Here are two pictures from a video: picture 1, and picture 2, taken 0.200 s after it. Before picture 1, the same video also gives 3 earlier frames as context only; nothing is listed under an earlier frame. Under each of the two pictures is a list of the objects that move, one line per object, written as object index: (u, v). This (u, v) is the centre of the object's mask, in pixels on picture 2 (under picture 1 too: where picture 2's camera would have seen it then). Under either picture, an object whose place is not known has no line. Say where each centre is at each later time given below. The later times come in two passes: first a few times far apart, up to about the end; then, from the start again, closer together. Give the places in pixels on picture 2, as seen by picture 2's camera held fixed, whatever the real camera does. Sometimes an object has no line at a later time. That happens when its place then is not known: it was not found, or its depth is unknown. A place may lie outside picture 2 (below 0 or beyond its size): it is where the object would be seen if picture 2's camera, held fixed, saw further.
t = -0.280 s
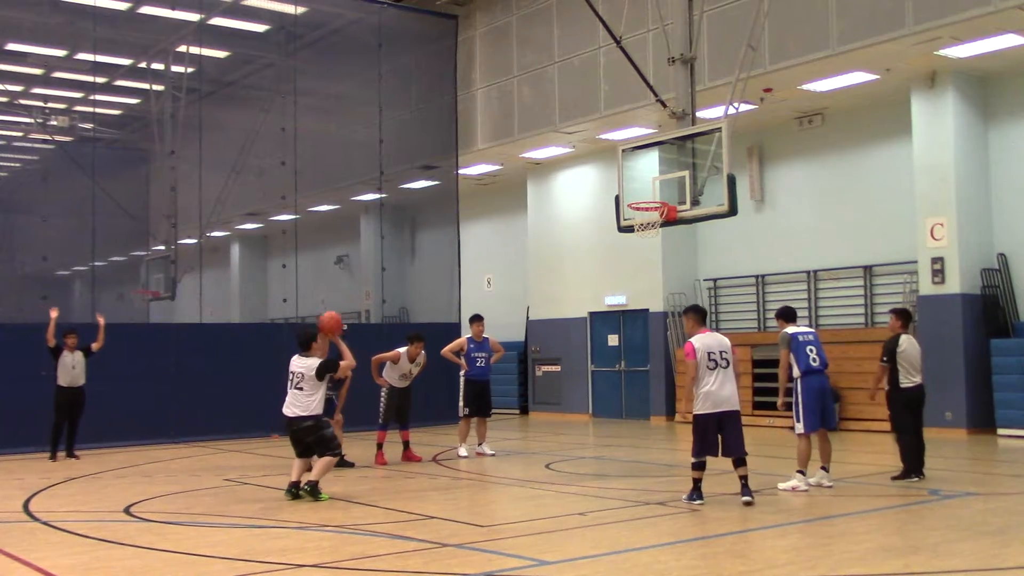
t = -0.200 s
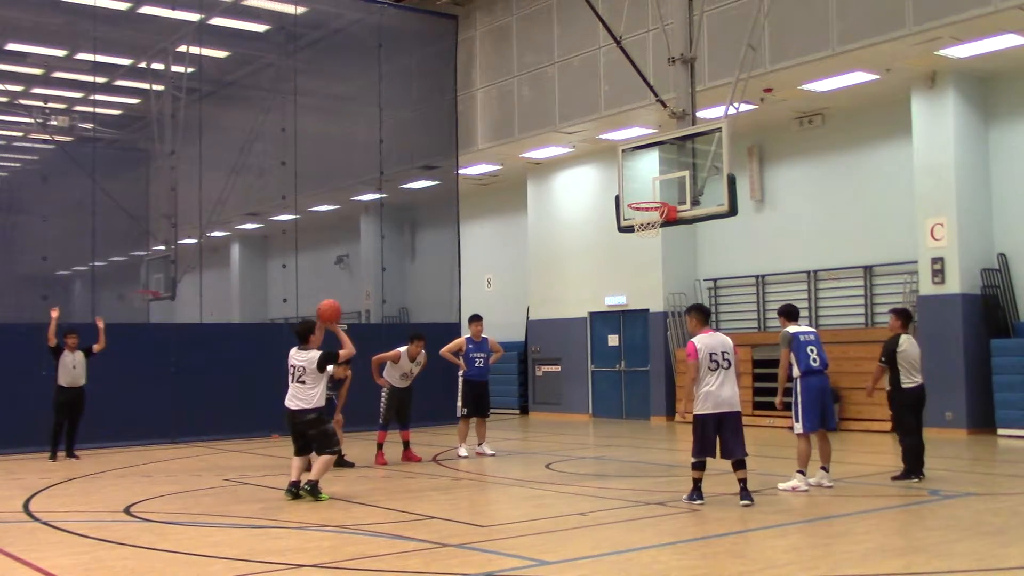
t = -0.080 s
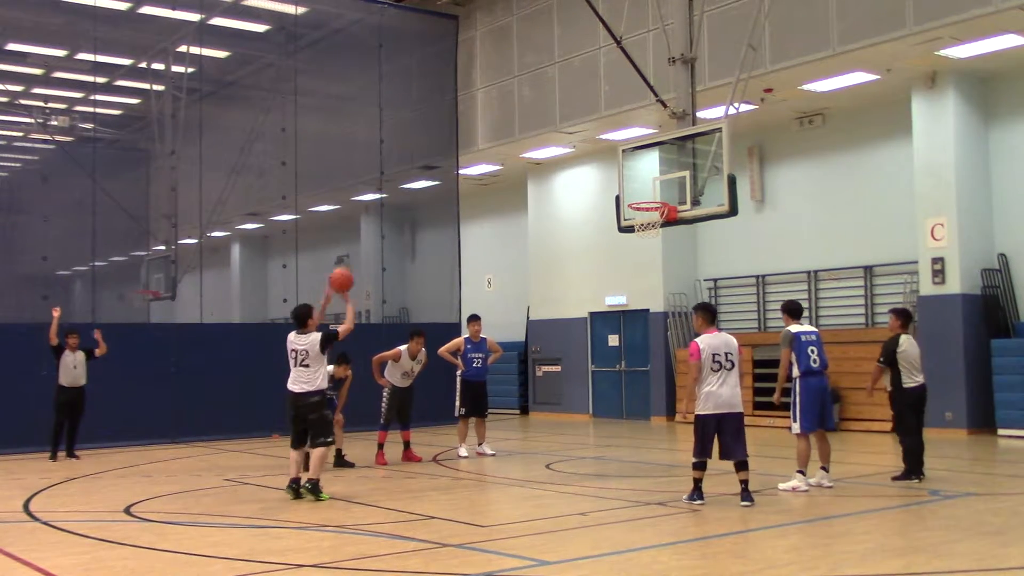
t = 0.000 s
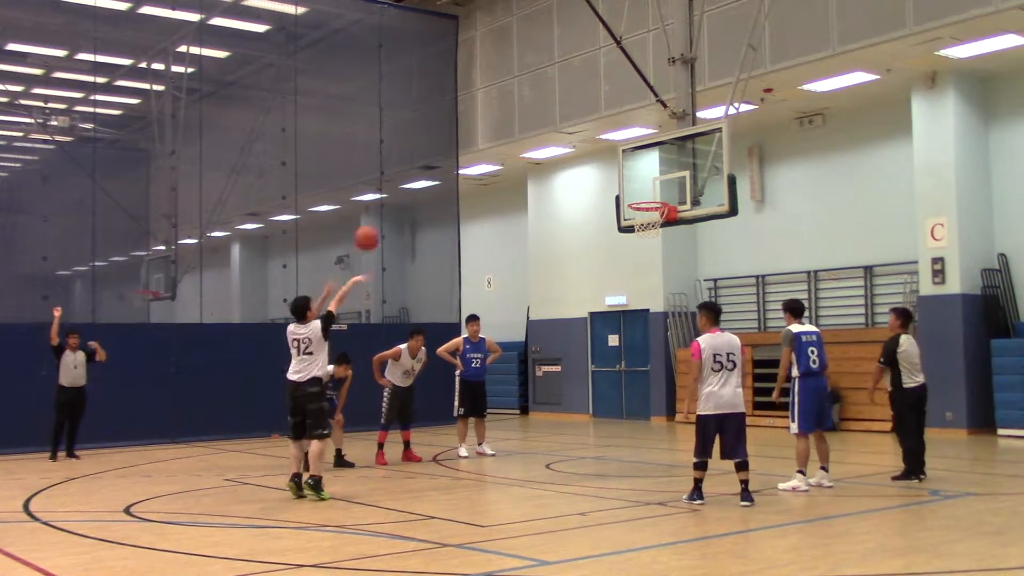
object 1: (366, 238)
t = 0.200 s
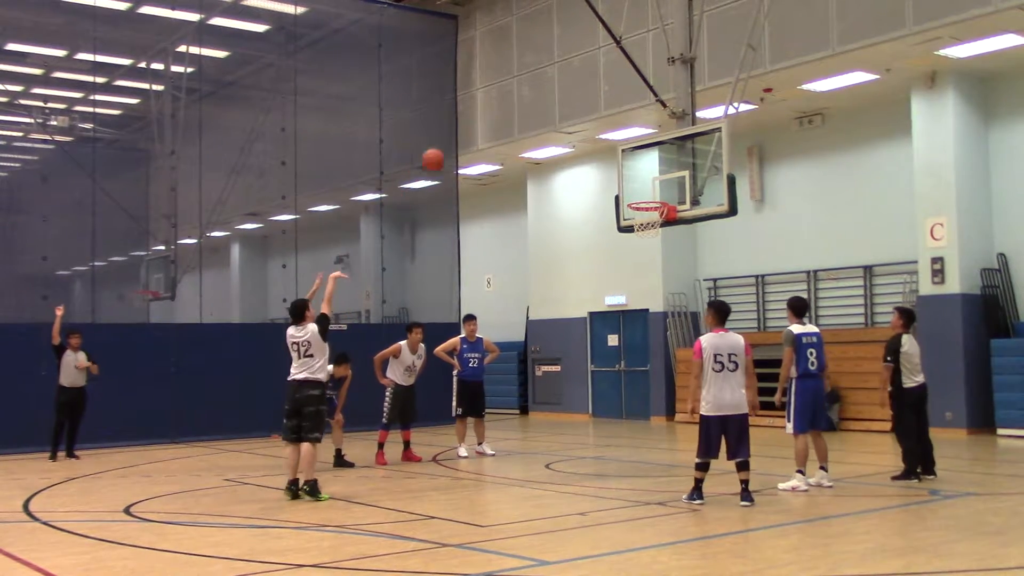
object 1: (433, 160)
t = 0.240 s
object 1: (446, 149)
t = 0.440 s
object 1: (506, 122)
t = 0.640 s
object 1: (561, 129)
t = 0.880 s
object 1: (624, 181)
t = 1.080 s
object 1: (652, 209)
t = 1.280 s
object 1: (640, 233)
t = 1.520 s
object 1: (632, 274)
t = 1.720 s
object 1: (626, 347)
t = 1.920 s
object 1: (622, 458)
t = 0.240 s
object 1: (446, 149)
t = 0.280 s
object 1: (459, 141)
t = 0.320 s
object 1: (470, 134)
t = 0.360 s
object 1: (483, 129)
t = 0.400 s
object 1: (494, 125)
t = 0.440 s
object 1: (506, 122)
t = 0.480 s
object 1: (517, 120)
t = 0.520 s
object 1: (529, 121)
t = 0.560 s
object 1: (539, 122)
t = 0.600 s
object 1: (551, 125)
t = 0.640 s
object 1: (561, 129)
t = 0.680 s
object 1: (572, 135)
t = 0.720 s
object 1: (583, 142)
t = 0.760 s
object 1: (593, 150)
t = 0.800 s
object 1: (604, 159)
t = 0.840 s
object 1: (614, 169)
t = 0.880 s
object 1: (624, 181)
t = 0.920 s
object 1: (634, 194)
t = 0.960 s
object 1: (640, 195)
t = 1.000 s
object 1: (646, 198)
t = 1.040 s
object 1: (652, 206)
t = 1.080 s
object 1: (652, 209)
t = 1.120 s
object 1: (650, 211)
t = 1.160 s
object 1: (647, 214)
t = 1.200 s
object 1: (643, 219)
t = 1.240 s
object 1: (641, 225)
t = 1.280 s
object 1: (640, 233)
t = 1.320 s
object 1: (638, 234)
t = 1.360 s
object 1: (636, 238)
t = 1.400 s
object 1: (635, 245)
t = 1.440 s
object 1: (634, 253)
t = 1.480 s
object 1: (633, 263)
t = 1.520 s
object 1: (632, 274)
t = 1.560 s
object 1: (631, 286)
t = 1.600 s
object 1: (630, 299)
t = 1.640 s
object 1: (628, 314)
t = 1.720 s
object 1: (626, 347)
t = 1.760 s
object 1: (625, 366)
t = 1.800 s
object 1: (625, 387)
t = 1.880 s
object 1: (623, 433)
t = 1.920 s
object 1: (622, 458)
